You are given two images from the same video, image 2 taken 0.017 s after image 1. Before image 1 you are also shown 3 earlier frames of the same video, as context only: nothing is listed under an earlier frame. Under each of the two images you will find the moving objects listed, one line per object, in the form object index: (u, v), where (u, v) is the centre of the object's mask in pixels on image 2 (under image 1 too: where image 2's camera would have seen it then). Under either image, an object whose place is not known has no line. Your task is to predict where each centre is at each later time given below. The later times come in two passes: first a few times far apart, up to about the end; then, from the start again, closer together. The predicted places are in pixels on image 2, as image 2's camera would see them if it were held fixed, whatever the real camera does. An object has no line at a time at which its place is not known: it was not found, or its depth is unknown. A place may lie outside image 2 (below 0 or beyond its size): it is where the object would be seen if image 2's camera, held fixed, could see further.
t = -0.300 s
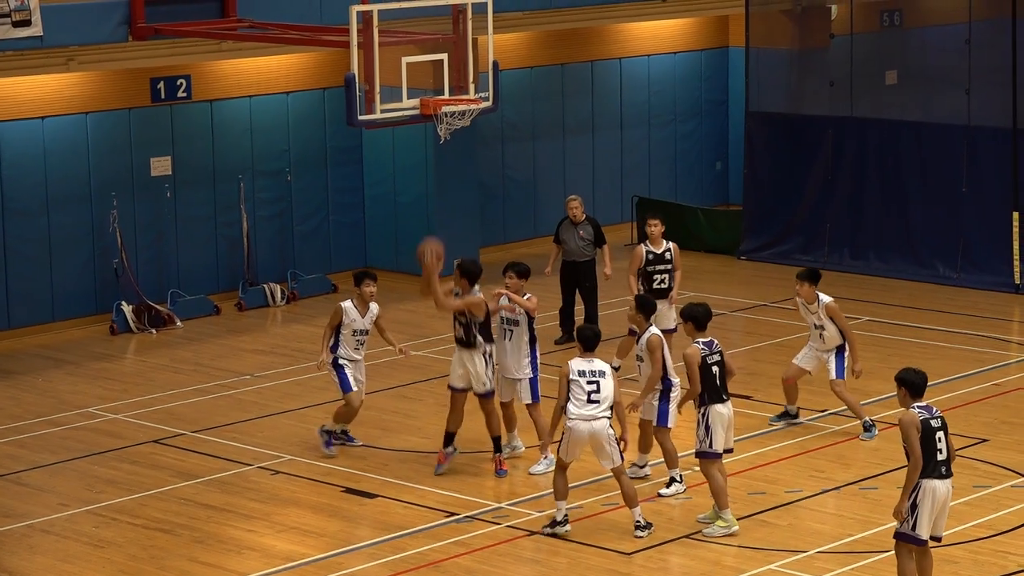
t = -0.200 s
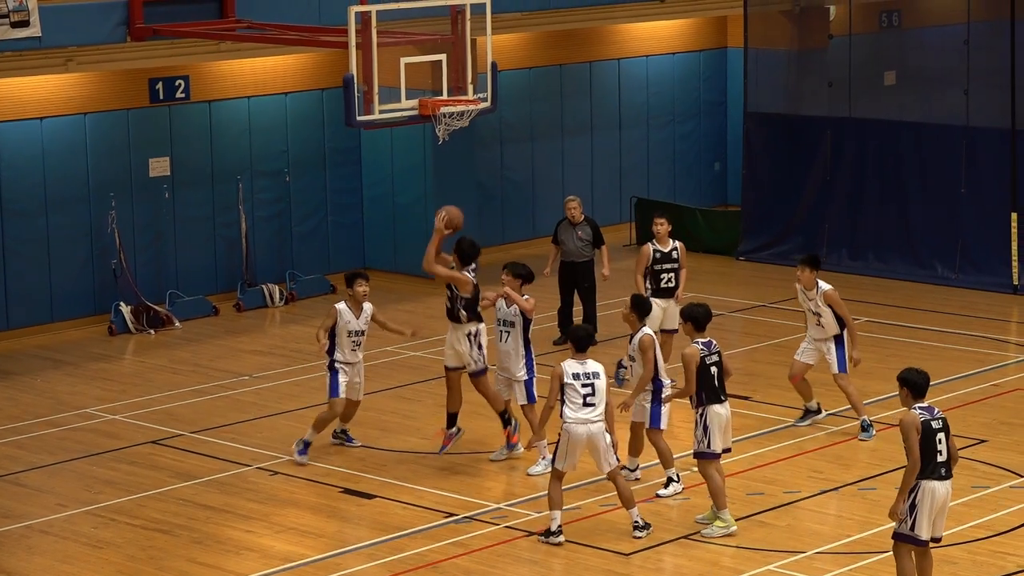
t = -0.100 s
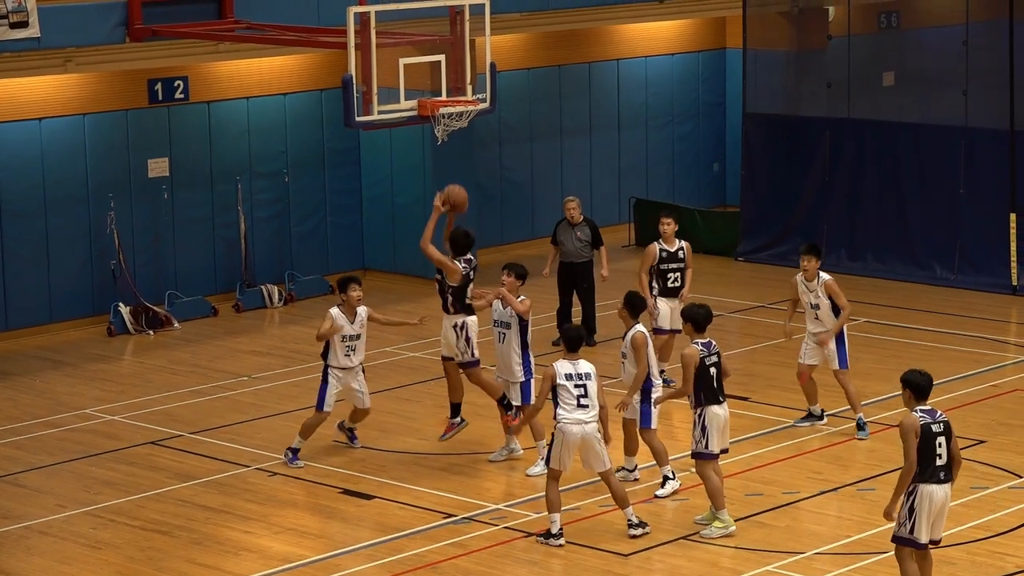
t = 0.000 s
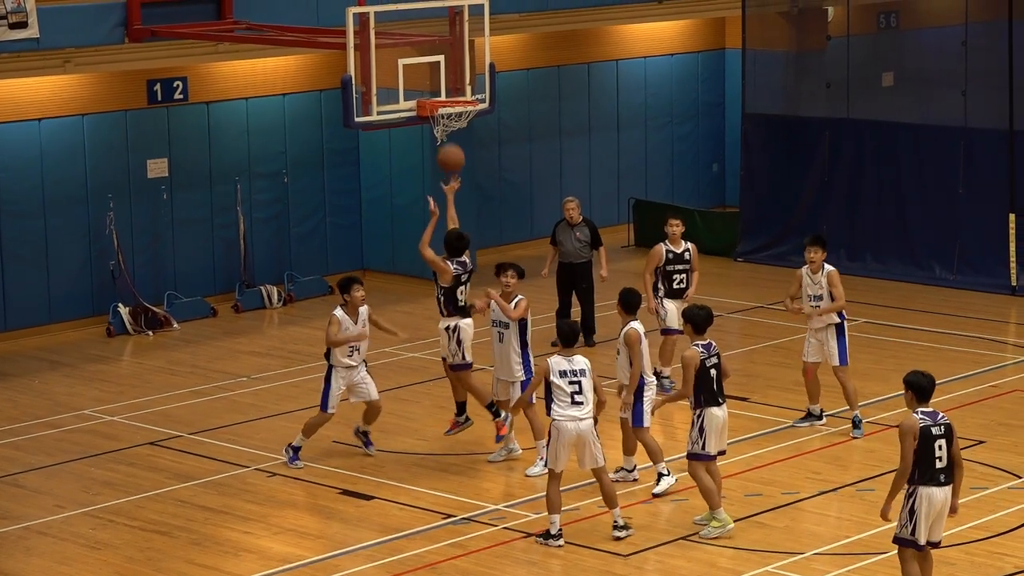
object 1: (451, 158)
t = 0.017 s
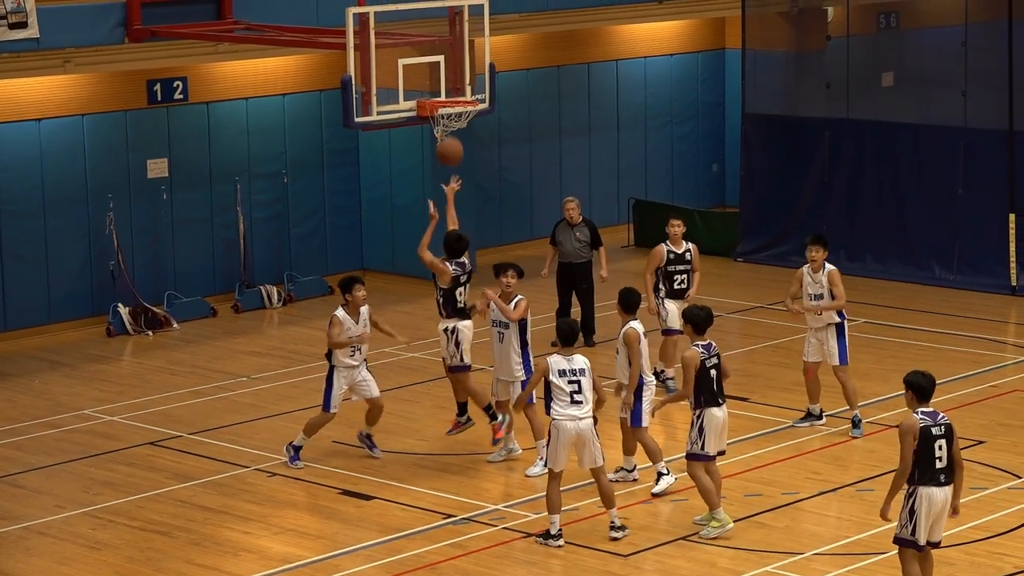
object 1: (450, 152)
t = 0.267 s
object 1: (431, 76)
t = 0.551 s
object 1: (426, 78)
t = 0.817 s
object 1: (461, 131)
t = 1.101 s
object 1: (438, 201)
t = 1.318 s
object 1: (422, 314)
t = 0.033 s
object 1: (449, 145)
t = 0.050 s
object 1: (447, 138)
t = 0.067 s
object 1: (446, 131)
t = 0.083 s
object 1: (445, 125)
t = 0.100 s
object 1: (443, 119)
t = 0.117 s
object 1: (441, 112)
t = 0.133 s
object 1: (440, 106)
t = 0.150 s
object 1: (439, 102)
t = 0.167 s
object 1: (437, 96)
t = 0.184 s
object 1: (437, 92)
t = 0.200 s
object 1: (436, 88)
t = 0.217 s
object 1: (435, 85)
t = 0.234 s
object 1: (433, 82)
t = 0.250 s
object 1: (433, 78)
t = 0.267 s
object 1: (431, 76)
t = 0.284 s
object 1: (430, 75)
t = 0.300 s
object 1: (429, 72)
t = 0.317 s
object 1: (428, 71)
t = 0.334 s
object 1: (427, 69)
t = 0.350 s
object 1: (426, 68)
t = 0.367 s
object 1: (425, 67)
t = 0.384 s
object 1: (424, 67)
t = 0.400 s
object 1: (424, 67)
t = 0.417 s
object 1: (423, 67)
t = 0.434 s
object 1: (422, 67)
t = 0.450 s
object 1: (420, 68)
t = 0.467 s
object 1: (419, 69)
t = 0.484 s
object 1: (419, 70)
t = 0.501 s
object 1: (418, 71)
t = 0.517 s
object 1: (417, 73)
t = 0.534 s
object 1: (420, 75)
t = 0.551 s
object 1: (426, 78)
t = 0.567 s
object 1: (430, 82)
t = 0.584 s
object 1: (433, 84)
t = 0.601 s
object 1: (438, 87)
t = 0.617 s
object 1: (443, 90)
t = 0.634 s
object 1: (448, 93)
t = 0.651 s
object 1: (452, 95)
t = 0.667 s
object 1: (456, 97)
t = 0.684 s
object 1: (459, 103)
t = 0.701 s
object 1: (465, 117)
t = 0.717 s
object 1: (465, 119)
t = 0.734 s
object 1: (466, 123)
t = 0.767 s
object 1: (464, 131)
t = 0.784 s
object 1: (463, 131)
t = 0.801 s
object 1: (462, 131)
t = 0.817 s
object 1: (461, 131)
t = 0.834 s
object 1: (459, 134)
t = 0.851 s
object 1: (457, 134)
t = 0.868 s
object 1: (455, 136)
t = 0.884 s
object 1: (454, 138)
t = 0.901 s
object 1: (453, 141)
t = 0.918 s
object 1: (452, 143)
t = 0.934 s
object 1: (450, 148)
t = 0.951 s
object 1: (449, 151)
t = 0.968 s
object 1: (448, 155)
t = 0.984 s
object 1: (446, 160)
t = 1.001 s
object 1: (445, 165)
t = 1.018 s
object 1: (444, 171)
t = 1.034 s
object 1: (443, 176)
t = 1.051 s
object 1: (441, 182)
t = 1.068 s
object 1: (440, 189)
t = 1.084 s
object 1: (439, 195)
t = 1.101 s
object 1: (438, 201)
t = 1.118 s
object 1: (436, 209)
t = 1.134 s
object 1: (435, 216)
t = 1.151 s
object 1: (434, 224)
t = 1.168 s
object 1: (432, 231)
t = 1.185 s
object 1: (431, 239)
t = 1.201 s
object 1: (430, 247)
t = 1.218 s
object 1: (429, 255)
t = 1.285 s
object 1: (424, 292)
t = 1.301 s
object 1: (423, 302)
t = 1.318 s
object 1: (422, 314)
